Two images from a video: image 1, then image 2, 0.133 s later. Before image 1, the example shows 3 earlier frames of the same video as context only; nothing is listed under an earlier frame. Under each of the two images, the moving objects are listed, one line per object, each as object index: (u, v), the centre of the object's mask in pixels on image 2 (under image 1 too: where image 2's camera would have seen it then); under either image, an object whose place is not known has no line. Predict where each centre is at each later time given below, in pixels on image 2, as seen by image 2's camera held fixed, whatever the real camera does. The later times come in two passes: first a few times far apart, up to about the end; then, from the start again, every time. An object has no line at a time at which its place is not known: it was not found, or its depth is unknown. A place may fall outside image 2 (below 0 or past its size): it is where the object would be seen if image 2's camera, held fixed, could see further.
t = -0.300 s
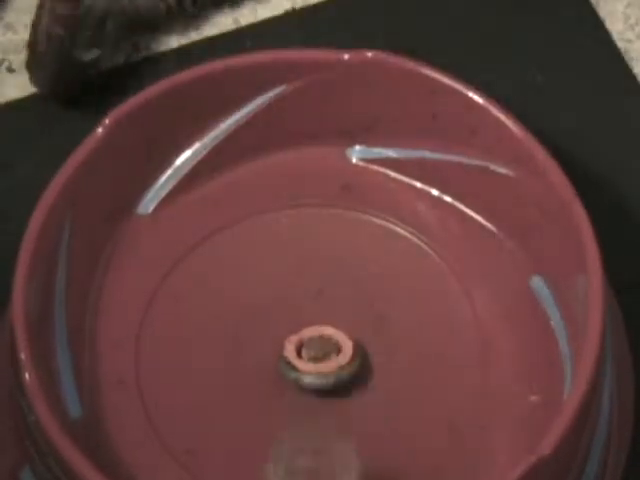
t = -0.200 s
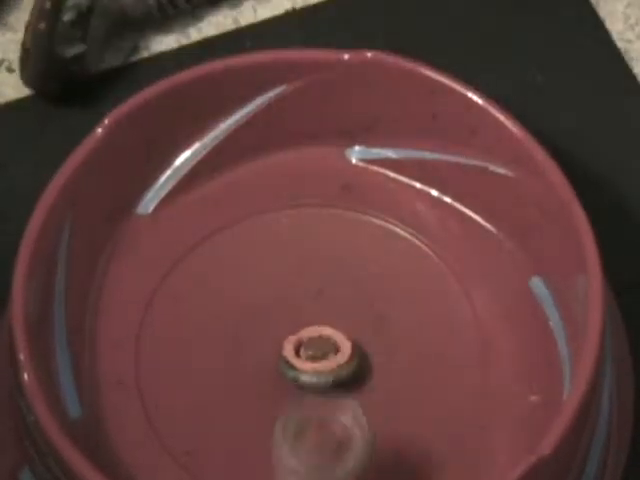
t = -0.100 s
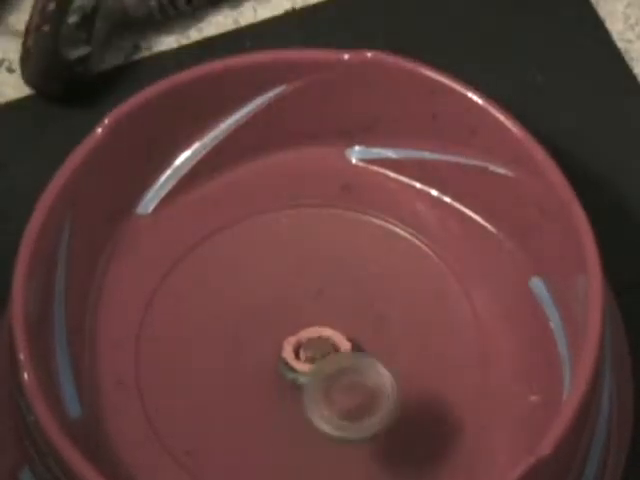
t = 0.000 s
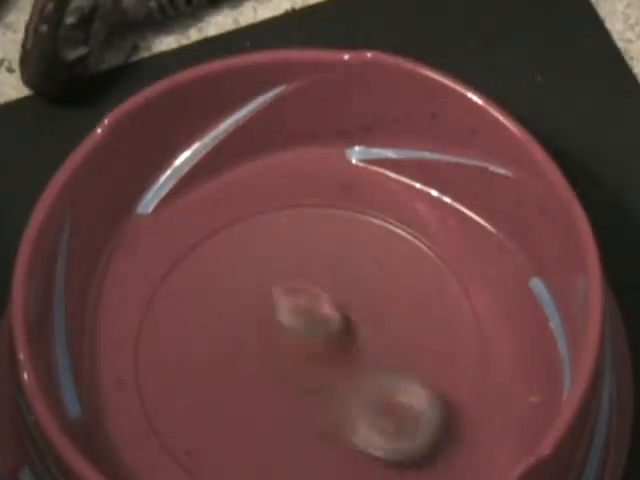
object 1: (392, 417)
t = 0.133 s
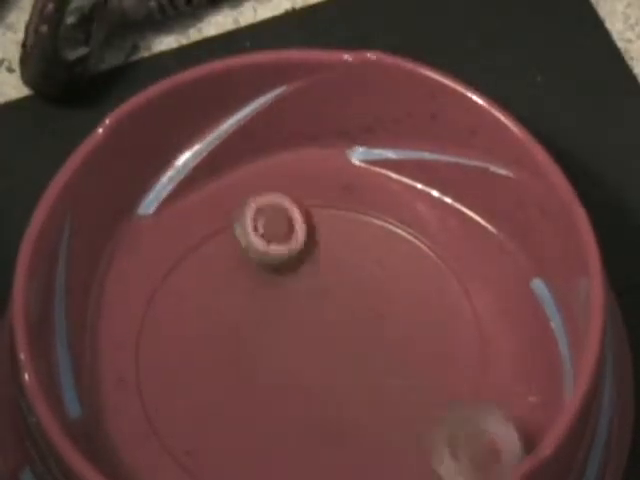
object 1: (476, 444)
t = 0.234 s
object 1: (444, 394)
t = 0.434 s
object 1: (380, 278)
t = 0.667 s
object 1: (283, 297)
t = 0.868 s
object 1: (316, 385)
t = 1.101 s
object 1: (456, 371)
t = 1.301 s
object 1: (433, 260)
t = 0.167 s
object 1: (467, 433)
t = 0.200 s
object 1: (455, 420)
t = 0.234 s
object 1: (444, 394)
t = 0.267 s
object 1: (435, 371)
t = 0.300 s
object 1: (424, 352)
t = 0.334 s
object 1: (414, 330)
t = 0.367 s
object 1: (401, 307)
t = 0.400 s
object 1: (391, 290)
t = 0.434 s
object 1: (380, 278)
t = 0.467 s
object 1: (367, 271)
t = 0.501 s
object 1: (350, 269)
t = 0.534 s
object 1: (331, 270)
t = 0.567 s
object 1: (321, 270)
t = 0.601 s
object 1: (306, 275)
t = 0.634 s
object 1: (292, 285)
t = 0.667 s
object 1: (283, 297)
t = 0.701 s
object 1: (279, 310)
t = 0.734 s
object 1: (279, 323)
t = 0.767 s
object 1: (286, 341)
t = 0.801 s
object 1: (293, 359)
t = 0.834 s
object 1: (303, 372)
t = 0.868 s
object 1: (316, 385)
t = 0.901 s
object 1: (331, 394)
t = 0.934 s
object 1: (351, 398)
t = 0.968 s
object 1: (379, 402)
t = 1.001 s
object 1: (401, 400)
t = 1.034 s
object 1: (420, 394)
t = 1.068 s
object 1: (440, 387)
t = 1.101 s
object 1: (456, 371)
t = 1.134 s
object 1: (466, 356)
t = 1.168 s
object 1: (473, 333)
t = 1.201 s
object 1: (473, 313)
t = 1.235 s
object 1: (465, 294)
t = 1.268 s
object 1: (452, 277)
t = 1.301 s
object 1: (433, 260)
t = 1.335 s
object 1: (412, 250)
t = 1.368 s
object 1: (385, 244)
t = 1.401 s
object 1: (353, 244)
